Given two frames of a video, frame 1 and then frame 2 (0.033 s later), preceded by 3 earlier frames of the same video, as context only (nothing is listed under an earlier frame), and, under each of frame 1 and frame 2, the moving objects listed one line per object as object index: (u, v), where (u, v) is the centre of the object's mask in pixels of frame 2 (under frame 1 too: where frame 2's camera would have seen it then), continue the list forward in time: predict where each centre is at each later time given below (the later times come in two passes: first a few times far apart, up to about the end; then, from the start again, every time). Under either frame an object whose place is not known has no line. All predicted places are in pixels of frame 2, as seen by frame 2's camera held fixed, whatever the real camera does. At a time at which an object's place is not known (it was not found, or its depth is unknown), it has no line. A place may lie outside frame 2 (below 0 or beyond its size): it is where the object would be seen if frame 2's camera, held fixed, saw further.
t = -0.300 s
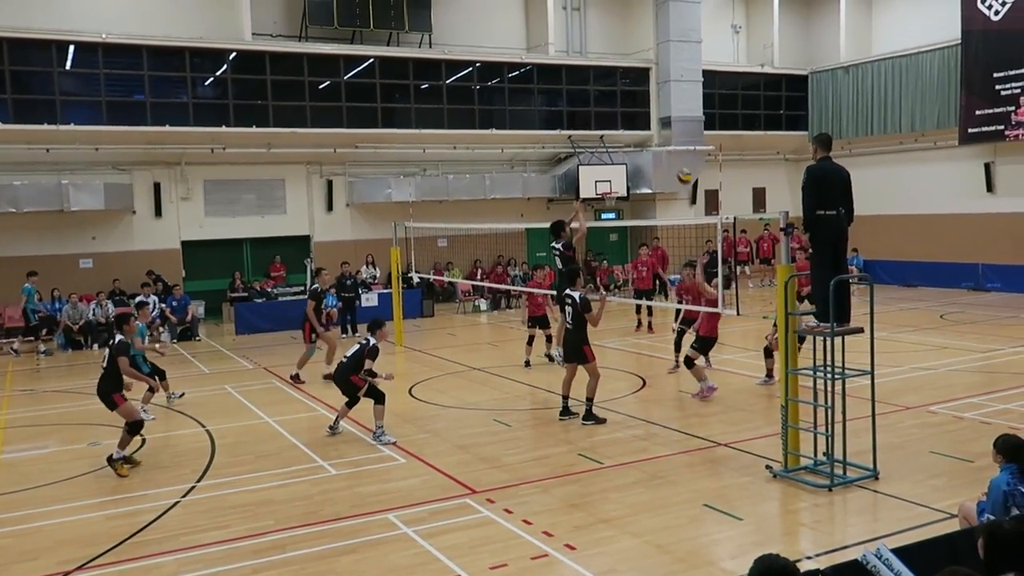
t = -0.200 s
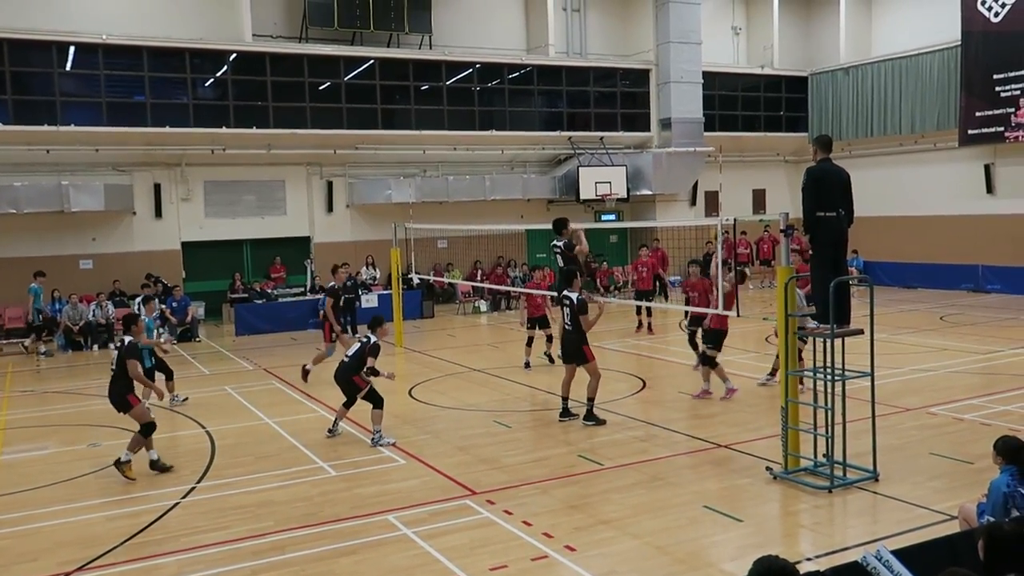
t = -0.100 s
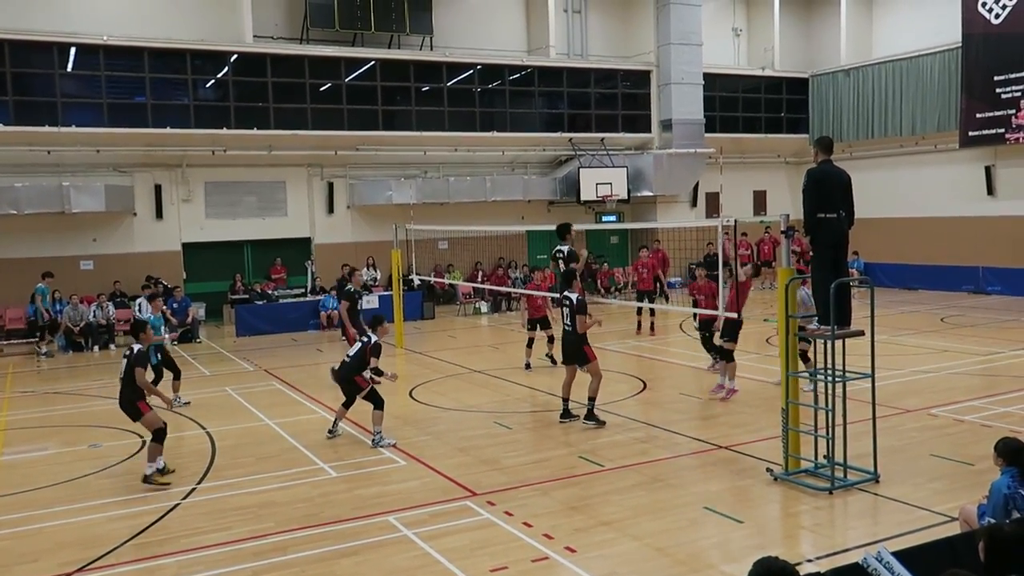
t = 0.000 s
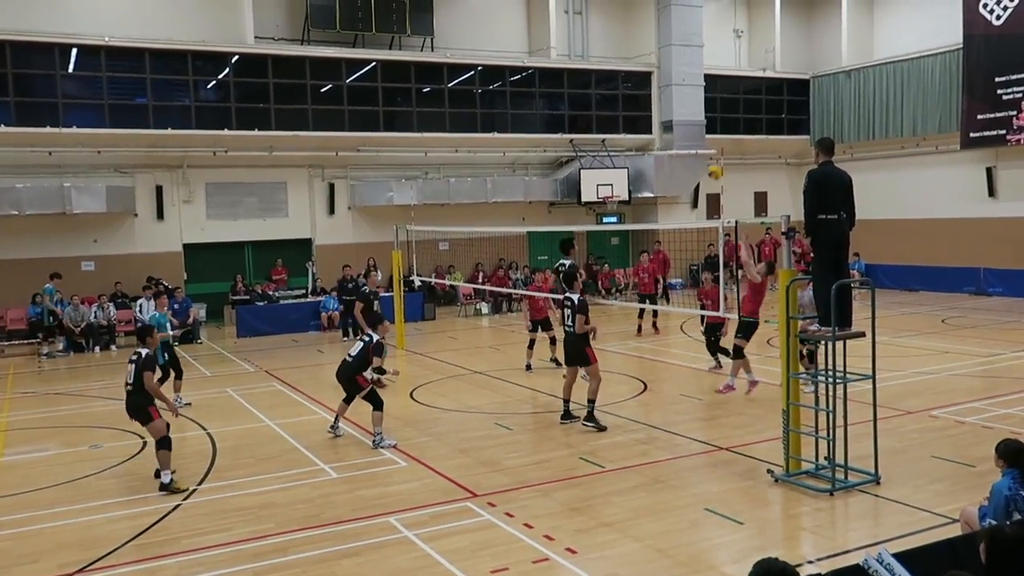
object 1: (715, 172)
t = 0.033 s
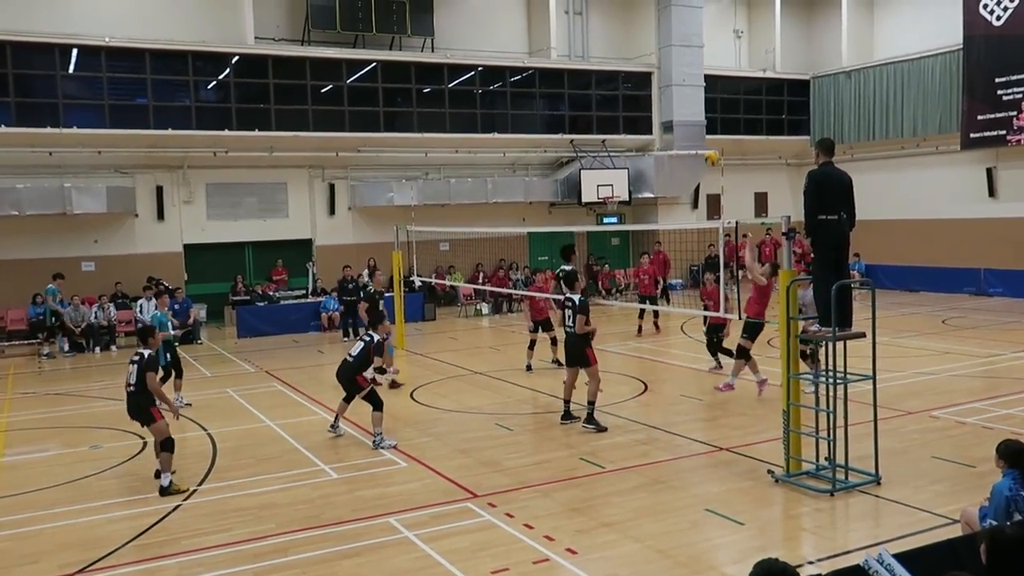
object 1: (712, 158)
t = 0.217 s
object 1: (693, 94)
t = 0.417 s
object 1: (675, 58)
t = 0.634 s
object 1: (656, 51)
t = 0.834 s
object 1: (642, 70)
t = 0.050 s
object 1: (710, 150)
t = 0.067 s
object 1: (709, 143)
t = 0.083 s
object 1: (707, 136)
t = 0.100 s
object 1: (705, 130)
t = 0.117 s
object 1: (703, 125)
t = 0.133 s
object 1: (702, 119)
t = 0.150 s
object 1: (700, 113)
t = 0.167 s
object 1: (698, 108)
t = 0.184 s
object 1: (696, 103)
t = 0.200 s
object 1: (695, 98)
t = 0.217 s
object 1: (693, 94)
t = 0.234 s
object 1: (691, 90)
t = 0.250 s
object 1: (690, 86)
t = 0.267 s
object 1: (688, 83)
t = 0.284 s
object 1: (687, 79)
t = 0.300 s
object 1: (685, 76)
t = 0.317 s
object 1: (683, 72)
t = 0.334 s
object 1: (682, 69)
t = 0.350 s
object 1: (680, 66)
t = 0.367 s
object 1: (679, 64)
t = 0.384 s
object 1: (678, 62)
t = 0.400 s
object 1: (676, 60)
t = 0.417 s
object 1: (675, 58)
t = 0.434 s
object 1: (674, 56)
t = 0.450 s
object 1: (673, 54)
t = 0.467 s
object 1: (671, 53)
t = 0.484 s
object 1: (669, 52)
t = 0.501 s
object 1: (668, 51)
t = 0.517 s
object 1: (667, 50)
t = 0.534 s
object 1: (665, 50)
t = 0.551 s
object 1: (663, 49)
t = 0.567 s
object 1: (662, 49)
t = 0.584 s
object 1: (660, 50)
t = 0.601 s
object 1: (659, 50)
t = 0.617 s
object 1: (657, 50)
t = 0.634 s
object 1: (656, 51)
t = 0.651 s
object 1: (655, 51)
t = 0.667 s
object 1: (654, 52)
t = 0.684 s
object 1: (652, 53)
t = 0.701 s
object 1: (651, 54)
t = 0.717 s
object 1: (650, 56)
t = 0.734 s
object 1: (649, 57)
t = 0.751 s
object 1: (648, 59)
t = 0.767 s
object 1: (647, 60)
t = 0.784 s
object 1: (646, 63)
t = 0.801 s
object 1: (645, 65)
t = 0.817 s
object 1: (644, 68)
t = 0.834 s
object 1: (642, 70)
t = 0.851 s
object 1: (641, 73)
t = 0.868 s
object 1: (640, 76)
